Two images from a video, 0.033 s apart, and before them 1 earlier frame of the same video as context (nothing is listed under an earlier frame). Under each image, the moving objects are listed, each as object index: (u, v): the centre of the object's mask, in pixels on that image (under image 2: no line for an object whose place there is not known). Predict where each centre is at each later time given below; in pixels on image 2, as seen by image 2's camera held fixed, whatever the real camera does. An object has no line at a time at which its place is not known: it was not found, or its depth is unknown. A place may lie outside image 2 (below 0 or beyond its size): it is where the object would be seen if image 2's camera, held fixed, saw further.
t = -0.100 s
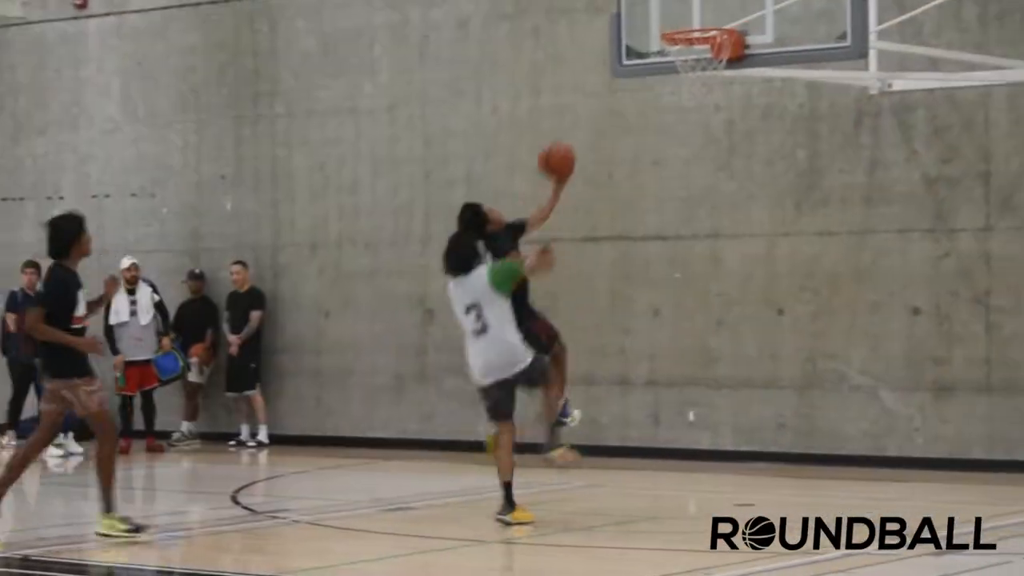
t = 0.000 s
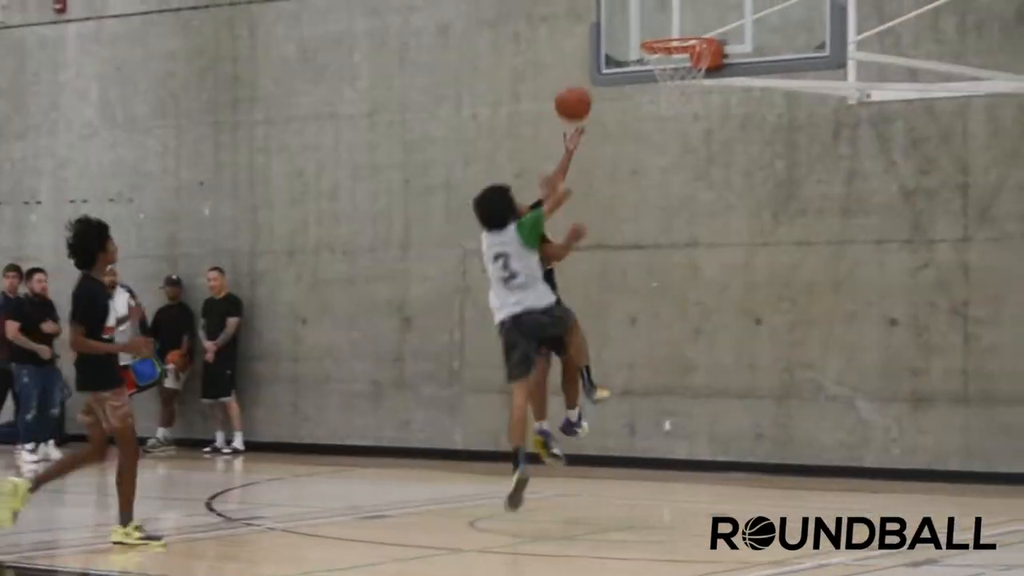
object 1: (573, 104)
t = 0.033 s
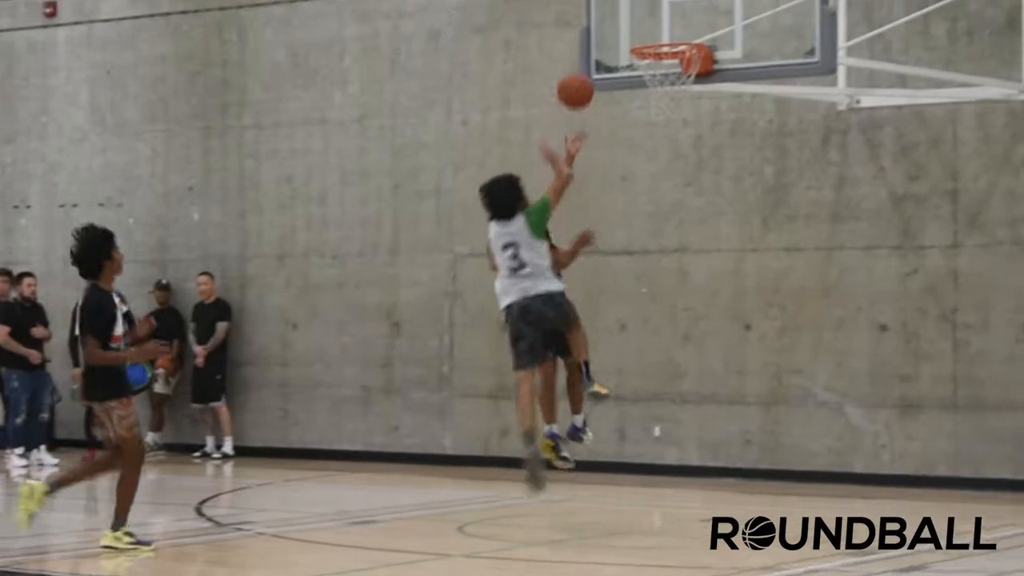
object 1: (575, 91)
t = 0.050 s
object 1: (582, 82)
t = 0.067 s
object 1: (588, 74)
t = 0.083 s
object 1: (595, 66)
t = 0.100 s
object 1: (601, 60)
